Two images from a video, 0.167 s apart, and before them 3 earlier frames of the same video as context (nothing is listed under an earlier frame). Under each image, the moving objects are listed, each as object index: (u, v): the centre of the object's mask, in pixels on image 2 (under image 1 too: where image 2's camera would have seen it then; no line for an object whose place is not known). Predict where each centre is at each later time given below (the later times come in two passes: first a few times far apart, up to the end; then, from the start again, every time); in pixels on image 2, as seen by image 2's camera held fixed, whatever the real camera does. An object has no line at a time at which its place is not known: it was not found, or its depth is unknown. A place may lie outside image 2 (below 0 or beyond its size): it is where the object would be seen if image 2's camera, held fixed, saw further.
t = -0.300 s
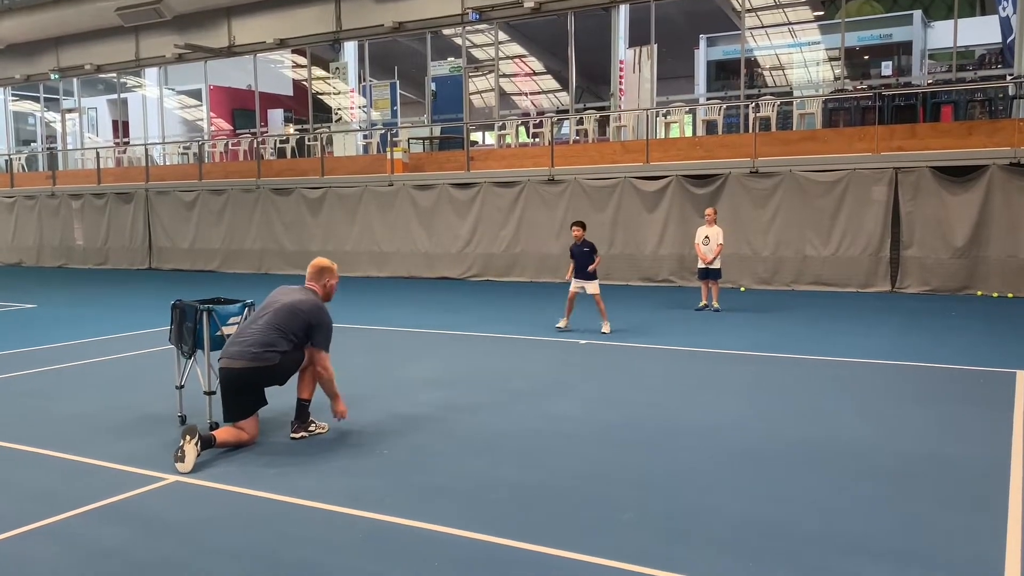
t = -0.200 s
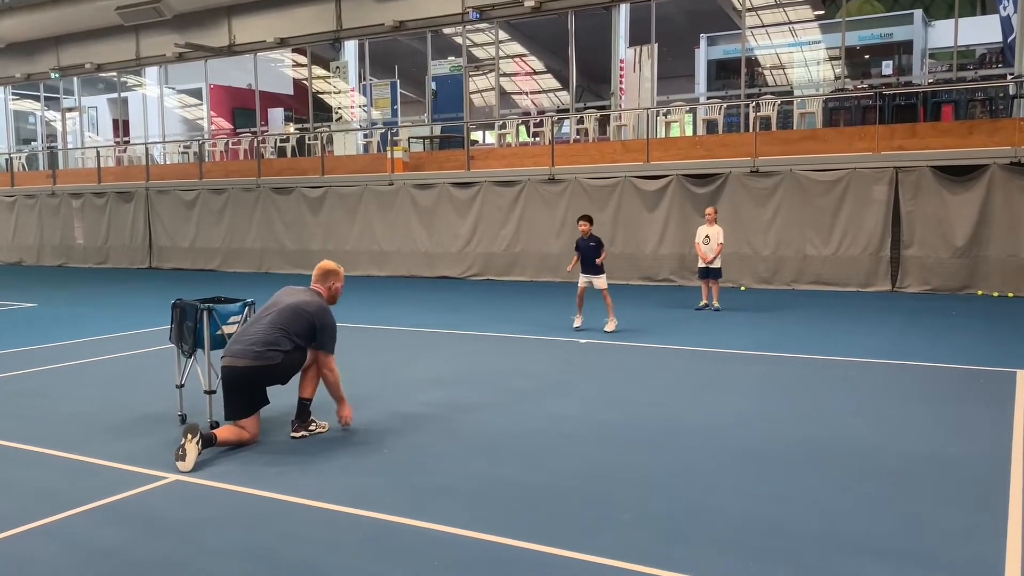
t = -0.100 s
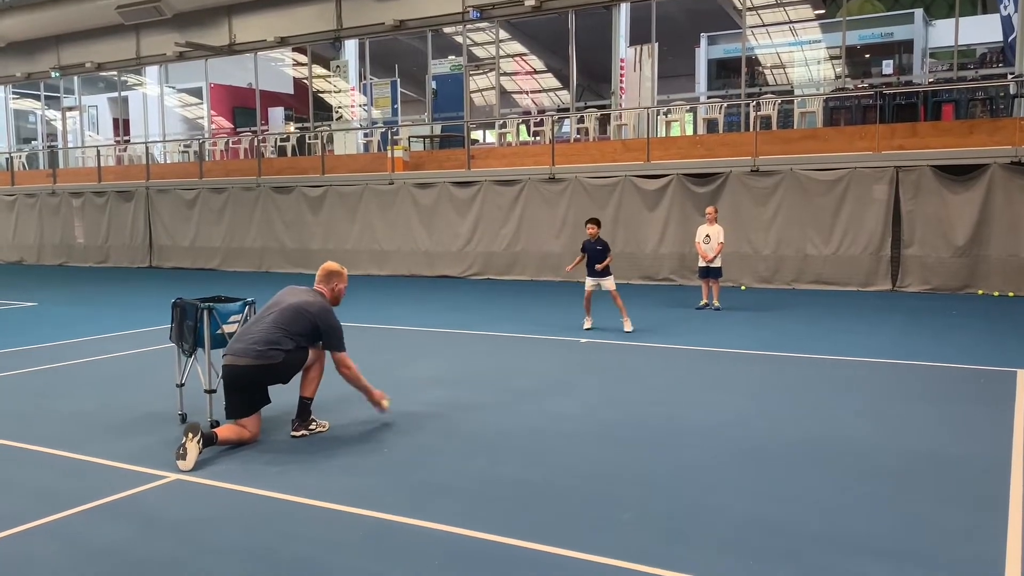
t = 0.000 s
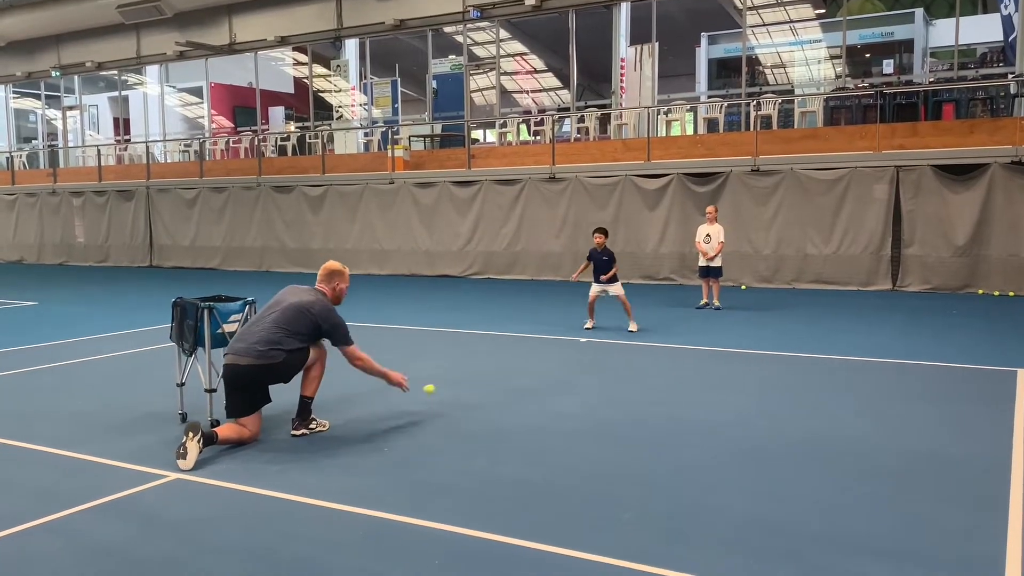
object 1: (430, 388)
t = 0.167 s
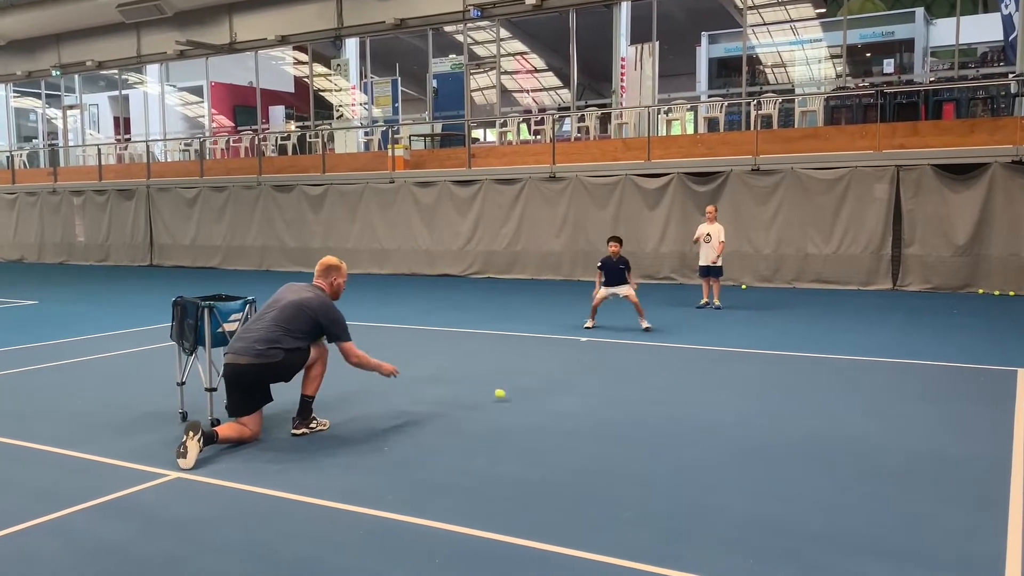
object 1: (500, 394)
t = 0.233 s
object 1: (519, 386)
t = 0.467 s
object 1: (577, 383)
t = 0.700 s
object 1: (631, 372)
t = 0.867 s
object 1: (667, 365)
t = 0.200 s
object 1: (511, 393)
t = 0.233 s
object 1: (519, 386)
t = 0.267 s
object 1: (528, 381)
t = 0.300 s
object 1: (536, 378)
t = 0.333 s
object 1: (545, 376)
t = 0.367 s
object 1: (553, 376)
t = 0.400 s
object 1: (561, 377)
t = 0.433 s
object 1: (569, 379)
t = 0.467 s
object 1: (577, 383)
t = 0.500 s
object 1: (585, 382)
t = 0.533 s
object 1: (593, 376)
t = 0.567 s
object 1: (601, 373)
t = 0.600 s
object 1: (608, 371)
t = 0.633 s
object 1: (615, 370)
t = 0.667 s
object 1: (623, 370)
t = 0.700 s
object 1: (631, 372)
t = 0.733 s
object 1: (639, 375)
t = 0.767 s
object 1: (646, 374)
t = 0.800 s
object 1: (654, 369)
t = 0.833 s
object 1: (661, 367)
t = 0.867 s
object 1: (667, 365)
